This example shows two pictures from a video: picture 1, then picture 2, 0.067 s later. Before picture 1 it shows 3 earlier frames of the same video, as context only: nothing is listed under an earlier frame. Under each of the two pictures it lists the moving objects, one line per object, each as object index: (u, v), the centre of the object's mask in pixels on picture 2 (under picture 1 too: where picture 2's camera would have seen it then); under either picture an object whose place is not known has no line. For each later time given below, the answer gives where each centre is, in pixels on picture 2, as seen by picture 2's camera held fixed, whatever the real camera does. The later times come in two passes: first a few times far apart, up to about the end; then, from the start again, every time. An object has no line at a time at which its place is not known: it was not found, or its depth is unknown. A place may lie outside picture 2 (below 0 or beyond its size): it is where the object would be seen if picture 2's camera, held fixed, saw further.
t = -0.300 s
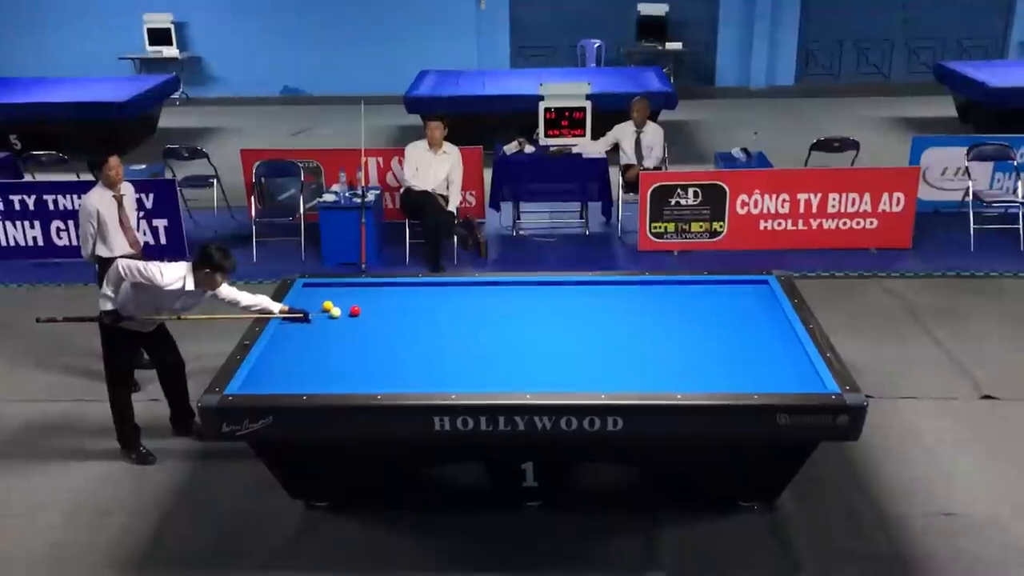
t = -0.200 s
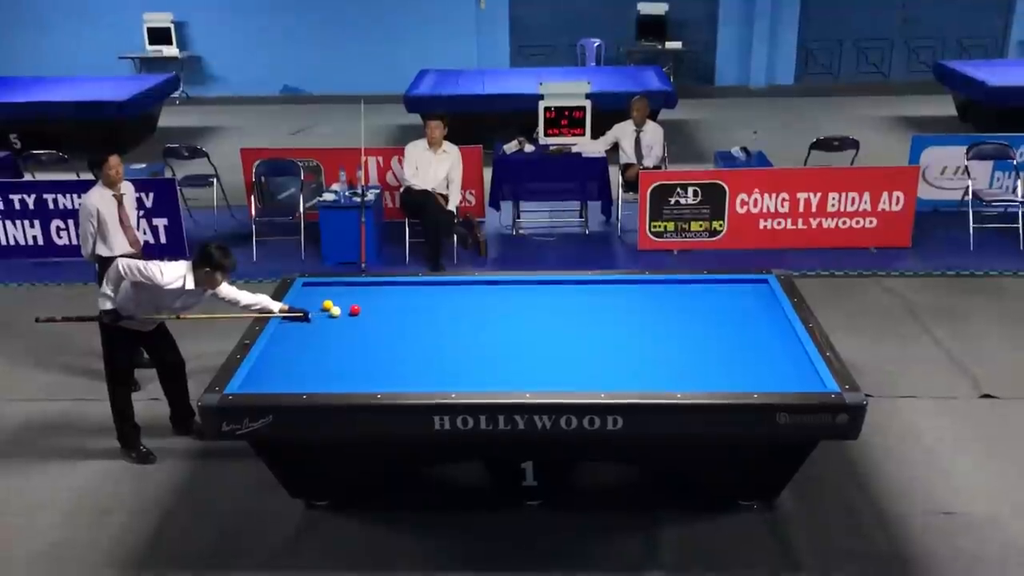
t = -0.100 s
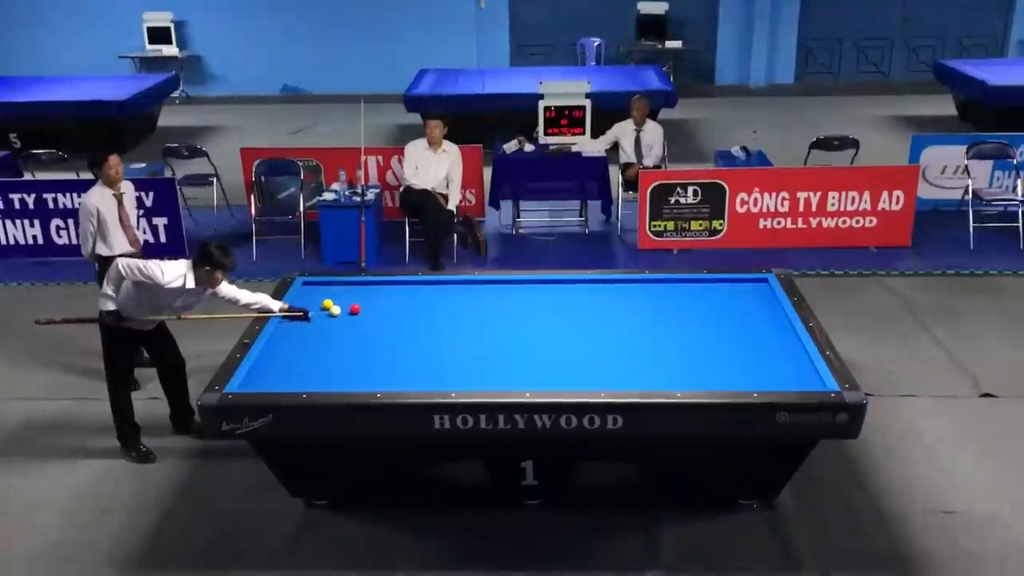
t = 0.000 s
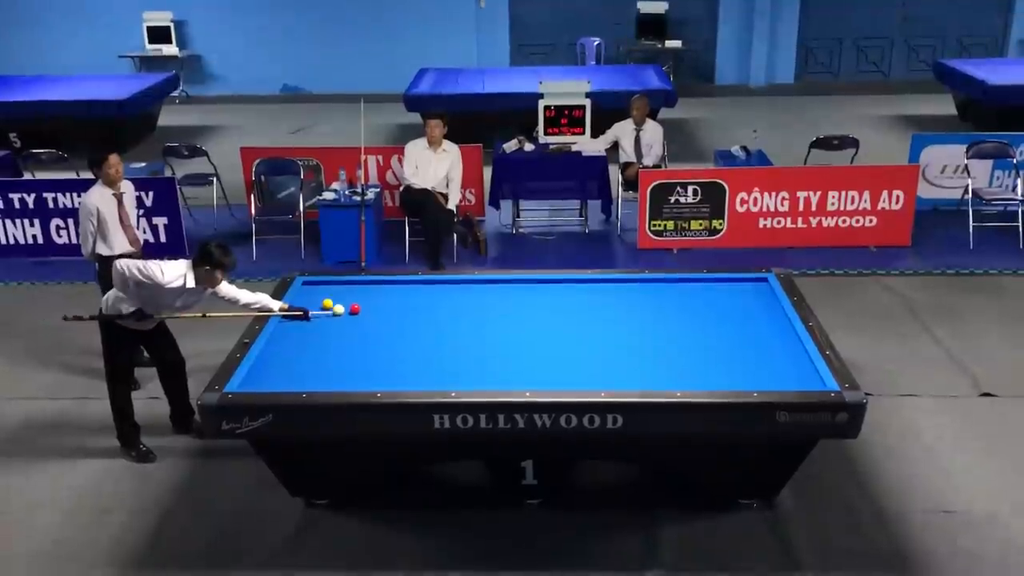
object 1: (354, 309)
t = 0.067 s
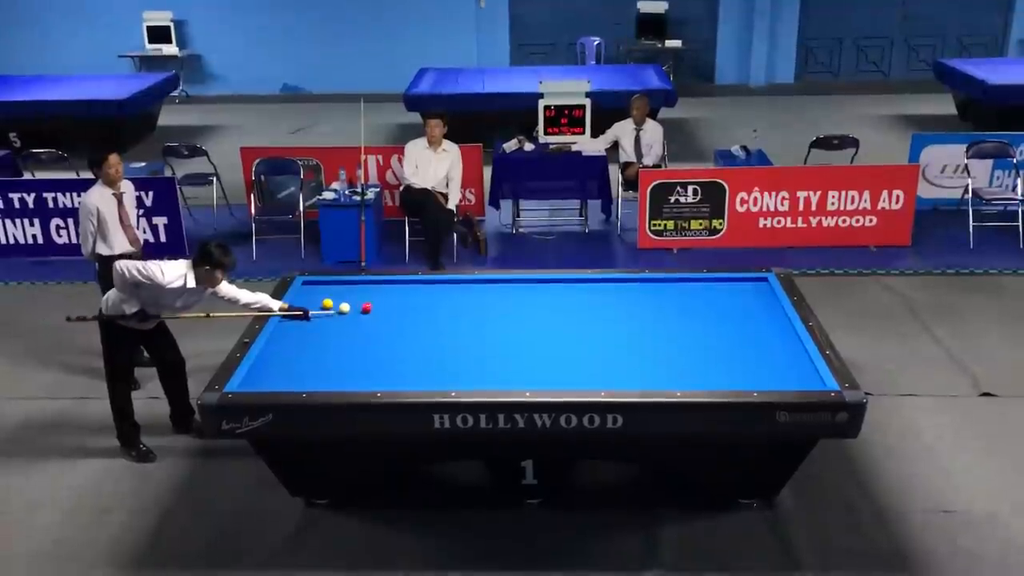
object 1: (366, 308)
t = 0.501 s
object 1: (457, 302)
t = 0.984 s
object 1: (548, 297)
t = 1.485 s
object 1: (639, 291)
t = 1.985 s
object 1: (728, 286)
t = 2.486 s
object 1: (729, 282)
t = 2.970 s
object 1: (683, 281)
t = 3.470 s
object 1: (640, 283)
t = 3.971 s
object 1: (599, 285)
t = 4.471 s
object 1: (560, 287)
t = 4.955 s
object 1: (525, 289)
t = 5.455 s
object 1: (490, 291)
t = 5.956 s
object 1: (457, 293)
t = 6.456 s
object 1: (426, 294)
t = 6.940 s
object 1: (397, 296)
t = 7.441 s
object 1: (370, 298)
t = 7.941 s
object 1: (344, 299)
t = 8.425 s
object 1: (321, 301)
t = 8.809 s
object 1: (311, 302)
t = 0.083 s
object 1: (370, 308)
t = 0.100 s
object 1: (374, 308)
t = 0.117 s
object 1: (378, 307)
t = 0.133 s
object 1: (382, 307)
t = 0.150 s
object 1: (386, 307)
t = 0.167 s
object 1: (390, 307)
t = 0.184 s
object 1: (393, 306)
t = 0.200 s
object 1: (398, 306)
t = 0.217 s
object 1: (401, 306)
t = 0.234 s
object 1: (404, 306)
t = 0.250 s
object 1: (408, 306)
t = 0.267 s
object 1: (412, 305)
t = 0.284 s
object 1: (415, 305)
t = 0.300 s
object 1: (418, 305)
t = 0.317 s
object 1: (422, 304)
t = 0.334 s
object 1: (425, 305)
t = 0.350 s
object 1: (428, 304)
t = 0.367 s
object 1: (431, 304)
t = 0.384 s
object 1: (434, 304)
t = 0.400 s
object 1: (438, 304)
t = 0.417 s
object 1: (441, 304)
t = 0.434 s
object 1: (444, 303)
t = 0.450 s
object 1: (448, 303)
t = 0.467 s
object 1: (451, 303)
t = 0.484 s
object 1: (454, 303)
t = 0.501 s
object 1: (457, 302)
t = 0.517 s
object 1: (460, 303)
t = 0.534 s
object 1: (464, 302)
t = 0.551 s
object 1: (466, 302)
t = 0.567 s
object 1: (470, 302)
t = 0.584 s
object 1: (473, 301)
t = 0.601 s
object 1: (476, 301)
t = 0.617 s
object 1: (479, 301)
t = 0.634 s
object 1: (483, 301)
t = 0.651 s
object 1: (486, 301)
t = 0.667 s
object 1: (489, 300)
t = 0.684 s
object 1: (492, 300)
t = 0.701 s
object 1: (495, 300)
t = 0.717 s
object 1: (498, 300)
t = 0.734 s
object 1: (501, 300)
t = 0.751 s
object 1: (505, 300)
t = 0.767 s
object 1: (508, 299)
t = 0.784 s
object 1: (511, 299)
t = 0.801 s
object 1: (514, 299)
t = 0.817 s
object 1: (517, 299)
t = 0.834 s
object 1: (520, 299)
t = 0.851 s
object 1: (523, 298)
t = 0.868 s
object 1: (526, 298)
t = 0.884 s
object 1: (529, 298)
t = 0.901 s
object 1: (533, 298)
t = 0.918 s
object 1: (536, 297)
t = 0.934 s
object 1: (539, 297)
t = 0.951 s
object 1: (542, 297)
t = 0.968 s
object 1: (545, 297)
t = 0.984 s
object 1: (548, 297)
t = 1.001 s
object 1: (551, 297)
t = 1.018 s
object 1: (554, 297)
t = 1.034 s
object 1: (557, 296)
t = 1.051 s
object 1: (560, 296)
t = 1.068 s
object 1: (564, 296)
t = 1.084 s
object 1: (566, 296)
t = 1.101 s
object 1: (570, 296)
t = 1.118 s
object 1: (573, 295)
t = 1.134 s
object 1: (576, 295)
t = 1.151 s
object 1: (579, 295)
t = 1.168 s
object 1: (582, 294)
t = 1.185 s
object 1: (585, 294)
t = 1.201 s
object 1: (588, 294)
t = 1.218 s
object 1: (591, 294)
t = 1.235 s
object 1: (594, 294)
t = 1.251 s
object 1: (597, 294)
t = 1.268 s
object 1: (600, 294)
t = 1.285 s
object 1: (603, 293)
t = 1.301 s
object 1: (606, 293)
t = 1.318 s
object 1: (609, 293)
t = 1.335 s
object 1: (612, 293)
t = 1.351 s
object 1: (615, 293)
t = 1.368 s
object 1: (618, 292)
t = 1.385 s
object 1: (621, 292)
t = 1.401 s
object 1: (624, 292)
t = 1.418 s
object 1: (627, 292)
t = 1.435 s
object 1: (631, 291)
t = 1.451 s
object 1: (633, 291)
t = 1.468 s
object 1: (636, 291)
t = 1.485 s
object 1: (639, 291)
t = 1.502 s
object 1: (642, 291)
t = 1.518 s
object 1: (645, 291)
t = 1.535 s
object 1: (648, 291)
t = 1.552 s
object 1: (651, 291)
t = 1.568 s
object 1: (654, 290)
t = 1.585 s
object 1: (658, 290)
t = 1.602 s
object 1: (660, 290)
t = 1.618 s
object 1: (663, 290)
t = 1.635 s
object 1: (666, 290)
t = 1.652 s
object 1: (669, 289)
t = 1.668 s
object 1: (672, 289)
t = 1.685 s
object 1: (675, 289)
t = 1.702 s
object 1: (678, 289)
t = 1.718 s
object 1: (681, 289)
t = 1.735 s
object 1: (684, 289)
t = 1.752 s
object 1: (687, 288)
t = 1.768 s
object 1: (690, 289)
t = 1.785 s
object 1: (693, 288)
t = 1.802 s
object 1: (696, 288)
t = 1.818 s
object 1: (699, 288)
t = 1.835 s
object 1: (702, 288)
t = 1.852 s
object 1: (705, 288)
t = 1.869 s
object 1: (708, 287)
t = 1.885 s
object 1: (710, 287)
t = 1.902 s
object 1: (714, 287)
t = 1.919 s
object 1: (717, 287)
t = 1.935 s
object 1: (719, 287)
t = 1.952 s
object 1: (722, 286)
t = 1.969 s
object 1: (725, 286)
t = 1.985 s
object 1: (728, 286)
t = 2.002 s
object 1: (731, 286)
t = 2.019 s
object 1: (734, 286)
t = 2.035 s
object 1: (737, 285)
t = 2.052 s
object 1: (740, 285)
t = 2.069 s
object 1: (743, 285)
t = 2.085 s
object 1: (746, 285)
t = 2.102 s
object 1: (749, 285)
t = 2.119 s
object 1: (751, 285)
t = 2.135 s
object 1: (754, 284)
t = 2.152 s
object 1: (757, 284)
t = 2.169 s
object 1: (760, 284)
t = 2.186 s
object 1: (763, 284)
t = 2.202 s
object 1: (764, 284)
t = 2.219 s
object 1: (762, 283)
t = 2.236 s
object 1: (760, 283)
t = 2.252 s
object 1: (757, 283)
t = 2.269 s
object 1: (755, 283)
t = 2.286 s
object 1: (752, 283)
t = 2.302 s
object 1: (750, 283)
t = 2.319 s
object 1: (748, 283)
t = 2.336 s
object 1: (746, 283)
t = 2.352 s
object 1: (744, 283)
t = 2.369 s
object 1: (742, 283)
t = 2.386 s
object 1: (740, 282)
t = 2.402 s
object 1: (738, 282)
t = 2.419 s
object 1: (736, 282)
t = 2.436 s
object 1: (734, 282)
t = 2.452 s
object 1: (733, 282)
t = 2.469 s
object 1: (731, 282)
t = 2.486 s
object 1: (729, 282)
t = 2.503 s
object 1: (728, 282)
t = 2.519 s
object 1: (726, 282)
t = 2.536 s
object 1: (724, 282)
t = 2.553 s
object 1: (722, 282)
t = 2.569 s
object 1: (721, 282)
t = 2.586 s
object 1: (719, 282)
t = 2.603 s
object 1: (717, 281)
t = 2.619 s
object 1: (716, 281)
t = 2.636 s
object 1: (714, 281)
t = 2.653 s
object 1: (712, 281)
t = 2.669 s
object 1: (710, 281)
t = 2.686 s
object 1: (709, 281)
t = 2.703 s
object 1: (707, 281)
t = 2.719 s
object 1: (705, 281)
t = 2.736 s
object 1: (704, 281)
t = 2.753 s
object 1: (702, 280)
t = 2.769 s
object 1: (700, 281)
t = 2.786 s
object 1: (699, 281)
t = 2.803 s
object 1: (698, 281)
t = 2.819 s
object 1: (696, 281)
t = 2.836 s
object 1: (694, 281)
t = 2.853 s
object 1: (693, 281)
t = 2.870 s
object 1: (692, 281)
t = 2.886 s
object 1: (690, 281)
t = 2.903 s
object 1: (689, 281)
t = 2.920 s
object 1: (687, 281)
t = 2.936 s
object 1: (685, 281)
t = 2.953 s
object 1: (684, 281)
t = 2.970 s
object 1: (683, 281)
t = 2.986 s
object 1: (681, 281)
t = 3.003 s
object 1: (680, 281)
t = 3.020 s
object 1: (678, 281)
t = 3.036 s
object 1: (677, 281)
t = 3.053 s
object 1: (675, 281)
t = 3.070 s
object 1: (674, 281)
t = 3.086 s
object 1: (673, 281)
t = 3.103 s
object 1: (671, 282)
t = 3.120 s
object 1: (670, 282)
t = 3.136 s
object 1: (668, 282)
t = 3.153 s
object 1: (667, 282)
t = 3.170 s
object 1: (665, 282)
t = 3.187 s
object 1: (664, 282)
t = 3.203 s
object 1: (663, 282)
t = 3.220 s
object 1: (661, 282)
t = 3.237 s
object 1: (659, 282)
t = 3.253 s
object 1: (658, 282)
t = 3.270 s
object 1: (657, 282)
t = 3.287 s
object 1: (655, 282)
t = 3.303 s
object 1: (654, 282)
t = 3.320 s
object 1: (653, 282)
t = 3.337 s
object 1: (651, 282)
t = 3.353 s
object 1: (650, 282)
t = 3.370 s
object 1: (648, 282)
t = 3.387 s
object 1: (647, 282)
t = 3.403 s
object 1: (645, 283)
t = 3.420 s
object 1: (644, 283)
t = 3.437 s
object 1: (643, 283)
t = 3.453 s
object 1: (641, 283)
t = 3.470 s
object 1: (640, 283)
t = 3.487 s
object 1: (639, 283)
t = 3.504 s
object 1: (637, 283)
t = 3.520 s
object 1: (635, 283)
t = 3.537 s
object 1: (634, 283)
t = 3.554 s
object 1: (633, 283)
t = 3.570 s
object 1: (632, 283)
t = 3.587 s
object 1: (630, 283)
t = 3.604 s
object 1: (629, 284)
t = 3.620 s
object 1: (627, 283)
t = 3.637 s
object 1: (626, 284)
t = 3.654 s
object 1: (625, 283)
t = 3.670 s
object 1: (624, 284)
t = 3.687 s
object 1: (622, 284)
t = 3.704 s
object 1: (621, 284)
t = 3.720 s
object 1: (619, 284)
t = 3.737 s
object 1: (618, 284)
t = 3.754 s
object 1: (616, 284)
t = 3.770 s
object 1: (615, 284)
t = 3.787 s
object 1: (614, 284)
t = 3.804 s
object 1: (612, 284)
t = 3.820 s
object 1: (611, 284)
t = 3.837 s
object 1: (610, 284)
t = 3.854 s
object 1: (608, 284)
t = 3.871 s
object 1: (607, 284)
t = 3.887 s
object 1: (606, 284)
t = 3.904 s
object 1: (605, 285)
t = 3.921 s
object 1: (603, 285)
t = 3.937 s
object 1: (602, 285)
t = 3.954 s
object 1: (600, 285)
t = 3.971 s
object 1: (599, 285)
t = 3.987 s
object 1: (598, 285)
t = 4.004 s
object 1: (596, 285)
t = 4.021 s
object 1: (595, 285)
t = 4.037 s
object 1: (594, 285)
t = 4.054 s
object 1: (593, 285)
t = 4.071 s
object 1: (591, 285)
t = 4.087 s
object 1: (590, 285)
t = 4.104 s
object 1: (589, 286)
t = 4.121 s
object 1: (587, 286)
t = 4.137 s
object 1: (586, 286)
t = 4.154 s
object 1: (585, 286)
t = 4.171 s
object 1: (583, 286)
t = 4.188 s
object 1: (582, 286)
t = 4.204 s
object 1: (581, 286)
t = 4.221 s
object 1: (579, 286)
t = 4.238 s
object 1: (578, 286)
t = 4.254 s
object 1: (577, 286)
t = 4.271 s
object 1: (576, 286)
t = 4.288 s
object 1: (574, 286)
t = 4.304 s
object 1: (573, 286)
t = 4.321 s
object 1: (571, 286)
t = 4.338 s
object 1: (570, 286)
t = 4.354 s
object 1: (569, 286)
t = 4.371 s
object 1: (568, 287)
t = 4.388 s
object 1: (567, 287)
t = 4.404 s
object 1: (565, 287)
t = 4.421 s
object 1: (564, 287)
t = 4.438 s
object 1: (562, 287)
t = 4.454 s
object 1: (562, 287)
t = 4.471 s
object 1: (560, 287)
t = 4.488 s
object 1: (559, 287)
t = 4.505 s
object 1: (558, 287)
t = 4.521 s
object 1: (556, 287)
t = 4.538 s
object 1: (555, 287)
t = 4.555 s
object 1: (554, 287)
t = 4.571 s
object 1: (553, 287)
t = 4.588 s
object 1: (551, 287)
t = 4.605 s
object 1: (550, 287)
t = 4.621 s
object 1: (549, 288)
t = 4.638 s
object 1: (548, 288)
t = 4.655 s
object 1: (546, 288)
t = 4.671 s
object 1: (545, 288)
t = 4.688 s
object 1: (544, 288)
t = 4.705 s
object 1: (543, 288)
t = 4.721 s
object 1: (542, 288)
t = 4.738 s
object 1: (540, 288)
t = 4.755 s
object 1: (539, 288)
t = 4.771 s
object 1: (538, 288)
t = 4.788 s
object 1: (537, 288)
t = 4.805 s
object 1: (535, 288)
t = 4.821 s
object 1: (534, 288)
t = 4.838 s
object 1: (533, 288)
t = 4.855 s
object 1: (532, 288)
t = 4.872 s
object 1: (531, 289)
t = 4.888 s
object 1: (530, 289)
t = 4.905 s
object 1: (528, 289)
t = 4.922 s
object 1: (527, 289)
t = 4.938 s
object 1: (526, 289)
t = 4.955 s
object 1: (525, 289)
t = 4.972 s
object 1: (524, 289)
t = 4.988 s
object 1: (522, 289)
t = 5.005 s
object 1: (521, 289)
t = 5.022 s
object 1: (520, 289)
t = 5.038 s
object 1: (519, 289)
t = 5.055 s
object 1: (517, 289)
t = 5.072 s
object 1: (516, 289)
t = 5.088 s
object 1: (515, 289)
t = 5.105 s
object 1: (514, 290)
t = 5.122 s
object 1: (513, 289)
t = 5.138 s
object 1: (512, 290)
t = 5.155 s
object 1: (510, 290)
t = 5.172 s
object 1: (509, 290)
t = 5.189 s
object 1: (508, 290)
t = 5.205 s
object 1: (507, 290)
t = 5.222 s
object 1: (506, 290)
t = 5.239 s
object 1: (505, 290)
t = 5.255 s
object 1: (504, 290)
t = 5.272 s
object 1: (502, 290)
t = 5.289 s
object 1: (501, 290)
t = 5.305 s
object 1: (500, 290)
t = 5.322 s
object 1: (499, 290)
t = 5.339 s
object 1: (498, 290)
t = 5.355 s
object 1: (497, 290)
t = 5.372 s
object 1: (495, 291)
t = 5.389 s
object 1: (494, 290)
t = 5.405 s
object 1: (493, 291)
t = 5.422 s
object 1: (492, 290)
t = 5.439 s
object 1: (491, 291)
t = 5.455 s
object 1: (490, 291)
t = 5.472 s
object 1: (489, 291)
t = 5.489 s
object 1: (488, 291)
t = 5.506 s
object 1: (487, 291)
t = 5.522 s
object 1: (486, 291)
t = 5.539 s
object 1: (484, 291)
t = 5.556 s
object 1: (483, 291)
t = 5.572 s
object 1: (482, 291)
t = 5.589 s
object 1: (481, 291)
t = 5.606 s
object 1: (480, 291)
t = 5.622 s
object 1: (479, 291)
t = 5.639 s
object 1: (478, 291)
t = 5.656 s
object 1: (476, 291)
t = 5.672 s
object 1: (475, 292)
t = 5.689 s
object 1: (474, 292)
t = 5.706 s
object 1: (473, 292)
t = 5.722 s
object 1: (472, 292)
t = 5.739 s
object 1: (471, 292)
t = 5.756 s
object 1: (470, 292)
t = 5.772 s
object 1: (469, 292)
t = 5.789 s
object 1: (468, 292)
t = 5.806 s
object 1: (467, 292)
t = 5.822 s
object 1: (466, 292)
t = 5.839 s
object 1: (465, 292)
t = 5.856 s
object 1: (463, 292)
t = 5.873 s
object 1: (462, 292)
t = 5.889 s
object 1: (461, 292)
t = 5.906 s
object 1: (460, 293)
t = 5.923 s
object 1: (459, 292)
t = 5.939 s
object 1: (458, 292)
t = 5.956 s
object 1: (457, 293)
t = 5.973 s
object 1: (456, 293)
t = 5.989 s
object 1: (455, 293)
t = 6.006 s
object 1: (454, 293)
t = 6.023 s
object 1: (453, 293)
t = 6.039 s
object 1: (452, 293)
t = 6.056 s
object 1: (451, 293)
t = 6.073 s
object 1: (450, 293)
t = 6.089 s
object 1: (449, 293)
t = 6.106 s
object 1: (448, 293)
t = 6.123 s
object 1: (446, 293)
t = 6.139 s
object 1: (446, 293)
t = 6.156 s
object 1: (445, 293)
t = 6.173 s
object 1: (444, 293)
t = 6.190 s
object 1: (442, 293)
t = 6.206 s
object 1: (441, 293)
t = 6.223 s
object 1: (440, 293)
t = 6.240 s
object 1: (439, 294)
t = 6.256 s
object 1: (438, 293)
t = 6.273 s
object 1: (437, 293)
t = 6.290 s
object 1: (436, 294)
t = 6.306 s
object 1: (435, 294)
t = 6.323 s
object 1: (434, 294)
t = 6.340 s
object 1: (433, 294)
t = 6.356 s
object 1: (432, 294)
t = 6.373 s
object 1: (431, 294)
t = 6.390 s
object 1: (430, 294)
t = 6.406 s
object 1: (429, 294)
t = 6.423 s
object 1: (428, 294)
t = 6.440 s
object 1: (427, 294)
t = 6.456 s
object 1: (426, 294)
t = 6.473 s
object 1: (425, 294)
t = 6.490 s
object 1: (424, 294)
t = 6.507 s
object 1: (423, 295)
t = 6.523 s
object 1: (422, 295)
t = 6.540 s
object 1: (421, 295)
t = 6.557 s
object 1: (420, 295)
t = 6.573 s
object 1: (419, 295)
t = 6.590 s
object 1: (418, 295)
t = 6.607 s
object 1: (417, 295)
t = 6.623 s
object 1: (416, 295)
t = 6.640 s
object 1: (415, 295)
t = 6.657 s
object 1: (414, 295)
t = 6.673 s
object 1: (413, 295)
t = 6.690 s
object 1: (412, 295)
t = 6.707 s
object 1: (411, 295)
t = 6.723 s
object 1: (410, 295)
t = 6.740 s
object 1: (409, 296)
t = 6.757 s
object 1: (408, 295)
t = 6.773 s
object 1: (407, 295)
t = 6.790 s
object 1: (406, 296)
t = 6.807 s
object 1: (405, 296)
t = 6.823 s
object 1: (404, 296)
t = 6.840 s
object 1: (403, 296)
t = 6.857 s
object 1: (402, 296)
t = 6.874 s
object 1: (401, 296)
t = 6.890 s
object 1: (400, 296)
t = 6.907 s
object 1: (399, 296)
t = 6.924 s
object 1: (398, 296)
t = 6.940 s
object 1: (397, 296)
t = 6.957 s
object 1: (396, 296)
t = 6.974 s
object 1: (396, 296)
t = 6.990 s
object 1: (394, 296)
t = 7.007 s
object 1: (393, 296)
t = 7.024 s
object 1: (392, 296)
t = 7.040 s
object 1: (392, 296)
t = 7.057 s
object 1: (391, 297)
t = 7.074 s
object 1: (390, 297)
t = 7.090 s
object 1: (389, 297)
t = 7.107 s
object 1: (388, 297)
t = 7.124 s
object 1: (387, 297)
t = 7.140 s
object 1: (386, 297)
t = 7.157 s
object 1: (385, 297)
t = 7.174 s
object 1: (384, 297)
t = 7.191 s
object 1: (383, 297)
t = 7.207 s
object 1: (382, 297)
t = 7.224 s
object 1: (381, 297)
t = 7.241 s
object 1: (380, 297)
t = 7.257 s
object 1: (380, 297)
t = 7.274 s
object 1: (379, 297)
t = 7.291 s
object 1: (378, 298)
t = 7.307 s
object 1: (377, 297)
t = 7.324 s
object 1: (376, 298)
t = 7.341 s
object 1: (375, 298)
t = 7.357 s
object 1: (374, 298)
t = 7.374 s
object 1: (373, 298)
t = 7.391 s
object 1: (372, 298)
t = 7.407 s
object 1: (371, 298)
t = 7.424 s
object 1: (370, 298)
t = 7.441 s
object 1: (370, 298)
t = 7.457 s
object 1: (368, 298)
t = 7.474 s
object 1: (368, 298)
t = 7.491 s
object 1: (367, 298)
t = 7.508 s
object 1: (366, 298)
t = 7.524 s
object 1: (365, 298)
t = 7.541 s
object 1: (364, 298)
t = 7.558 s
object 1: (363, 298)
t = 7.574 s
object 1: (363, 298)
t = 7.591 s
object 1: (361, 298)
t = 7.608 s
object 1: (361, 298)
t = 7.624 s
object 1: (360, 298)
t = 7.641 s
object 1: (359, 298)
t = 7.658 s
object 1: (358, 298)
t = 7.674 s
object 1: (357, 299)
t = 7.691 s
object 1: (356, 298)
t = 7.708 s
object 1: (355, 299)
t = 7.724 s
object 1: (355, 299)
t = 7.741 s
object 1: (354, 299)
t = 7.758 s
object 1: (352, 299)
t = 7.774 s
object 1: (352, 299)
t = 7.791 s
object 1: (351, 299)
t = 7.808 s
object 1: (350, 299)
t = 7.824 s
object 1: (350, 299)
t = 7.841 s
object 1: (349, 299)
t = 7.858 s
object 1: (348, 299)
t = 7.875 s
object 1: (347, 299)
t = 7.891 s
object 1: (346, 299)
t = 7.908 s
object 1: (345, 299)
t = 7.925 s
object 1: (345, 299)
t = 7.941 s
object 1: (344, 299)
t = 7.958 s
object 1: (344, 299)
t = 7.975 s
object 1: (343, 299)
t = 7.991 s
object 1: (342, 299)
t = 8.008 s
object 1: (342, 298)
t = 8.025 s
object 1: (341, 298)
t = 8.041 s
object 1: (340, 298)
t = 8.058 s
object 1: (340, 298)
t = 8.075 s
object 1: (339, 298)
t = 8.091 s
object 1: (339, 297)
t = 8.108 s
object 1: (337, 297)
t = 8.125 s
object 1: (336, 297)
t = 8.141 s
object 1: (334, 297)
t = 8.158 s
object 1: (332, 298)
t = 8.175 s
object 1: (331, 298)
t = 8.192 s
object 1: (330, 299)
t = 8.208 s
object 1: (329, 299)
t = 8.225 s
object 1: (329, 299)
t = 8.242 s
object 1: (328, 300)
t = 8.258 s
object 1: (327, 300)
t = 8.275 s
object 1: (326, 300)
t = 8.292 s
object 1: (326, 300)
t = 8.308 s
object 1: (325, 300)
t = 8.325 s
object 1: (325, 300)
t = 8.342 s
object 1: (324, 300)
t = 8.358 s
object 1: (323, 301)
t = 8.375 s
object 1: (322, 300)
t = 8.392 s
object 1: (322, 301)
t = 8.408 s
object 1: (321, 301)
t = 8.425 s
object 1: (321, 301)
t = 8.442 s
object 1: (320, 301)
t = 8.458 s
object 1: (319, 301)
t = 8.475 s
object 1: (318, 301)
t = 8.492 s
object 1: (317, 301)
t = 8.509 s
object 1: (316, 301)
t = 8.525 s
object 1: (316, 301)
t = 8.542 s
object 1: (315, 301)
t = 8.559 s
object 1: (314, 301)
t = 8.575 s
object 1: (314, 301)
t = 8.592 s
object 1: (313, 301)
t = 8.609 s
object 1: (313, 301)
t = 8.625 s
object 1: (313, 301)
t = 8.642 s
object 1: (313, 301)
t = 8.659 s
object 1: (313, 301)
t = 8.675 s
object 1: (312, 301)
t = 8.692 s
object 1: (312, 301)
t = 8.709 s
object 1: (312, 301)
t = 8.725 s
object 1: (312, 301)
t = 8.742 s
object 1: (312, 301)
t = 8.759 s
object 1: (312, 301)
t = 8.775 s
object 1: (312, 302)
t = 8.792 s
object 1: (312, 302)
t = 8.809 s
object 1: (311, 302)
